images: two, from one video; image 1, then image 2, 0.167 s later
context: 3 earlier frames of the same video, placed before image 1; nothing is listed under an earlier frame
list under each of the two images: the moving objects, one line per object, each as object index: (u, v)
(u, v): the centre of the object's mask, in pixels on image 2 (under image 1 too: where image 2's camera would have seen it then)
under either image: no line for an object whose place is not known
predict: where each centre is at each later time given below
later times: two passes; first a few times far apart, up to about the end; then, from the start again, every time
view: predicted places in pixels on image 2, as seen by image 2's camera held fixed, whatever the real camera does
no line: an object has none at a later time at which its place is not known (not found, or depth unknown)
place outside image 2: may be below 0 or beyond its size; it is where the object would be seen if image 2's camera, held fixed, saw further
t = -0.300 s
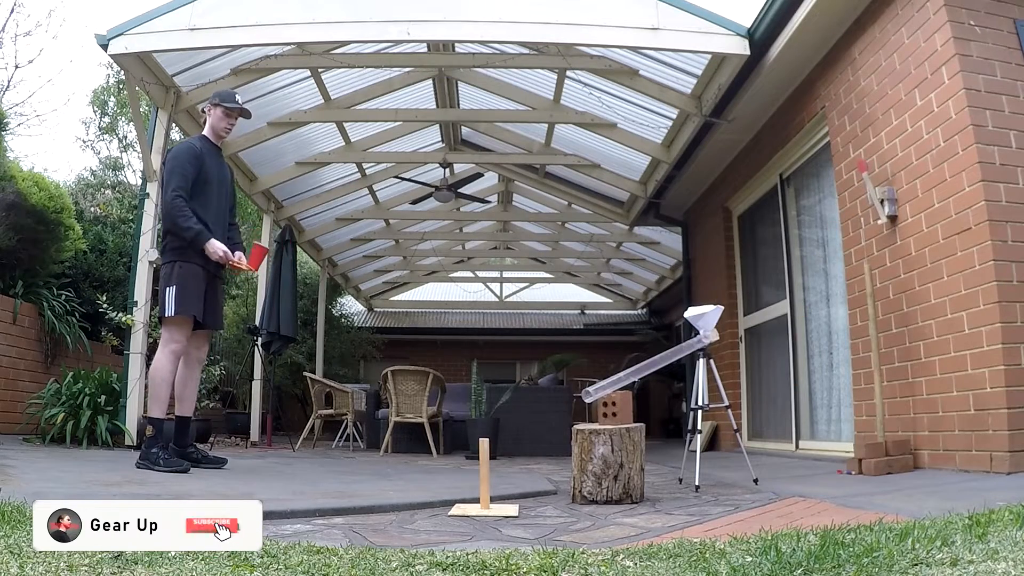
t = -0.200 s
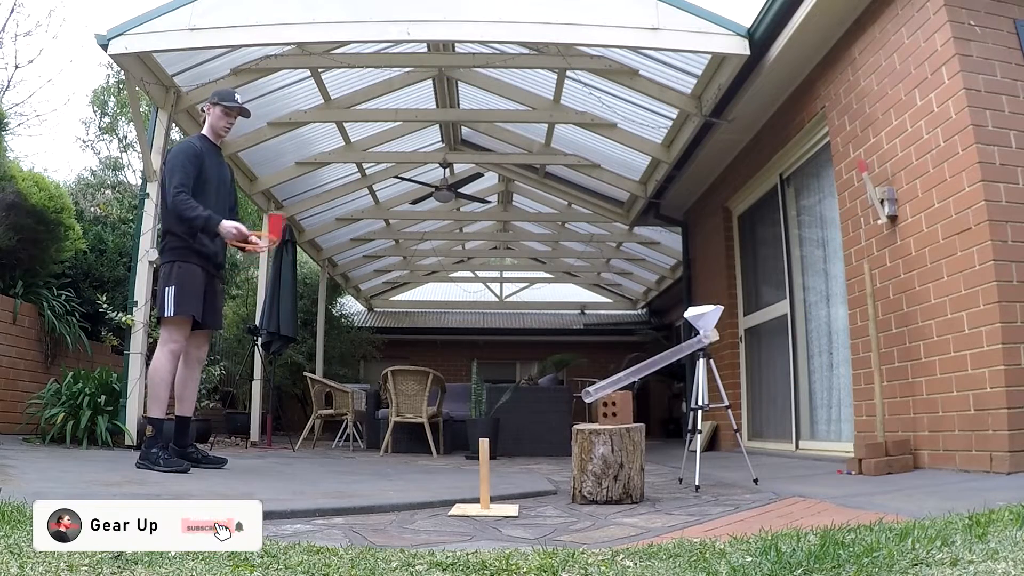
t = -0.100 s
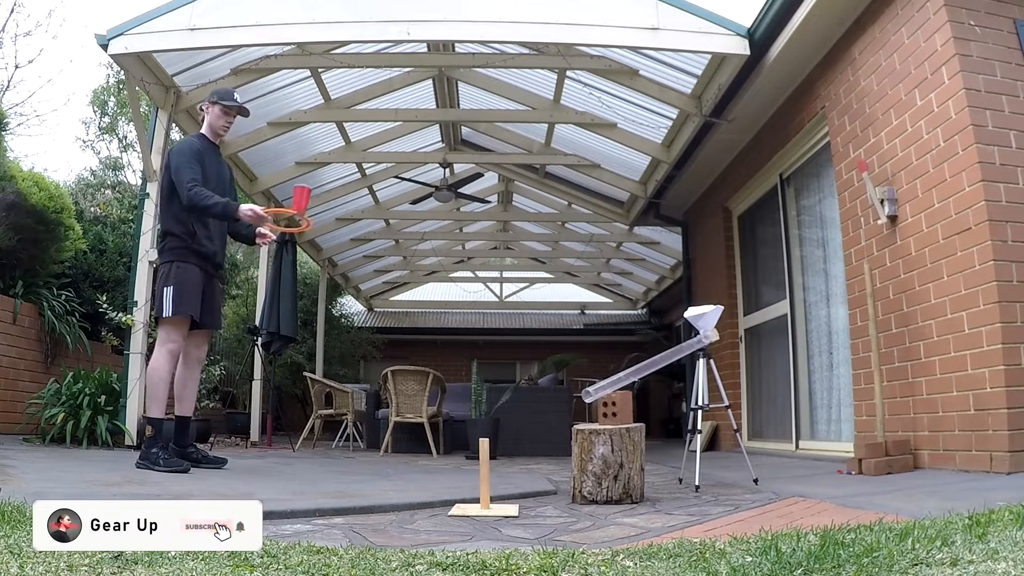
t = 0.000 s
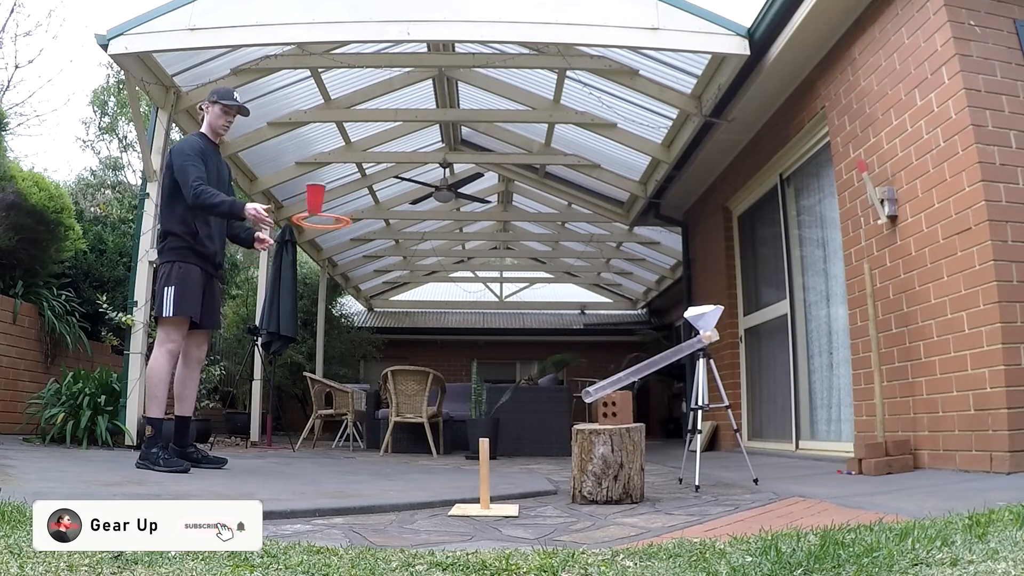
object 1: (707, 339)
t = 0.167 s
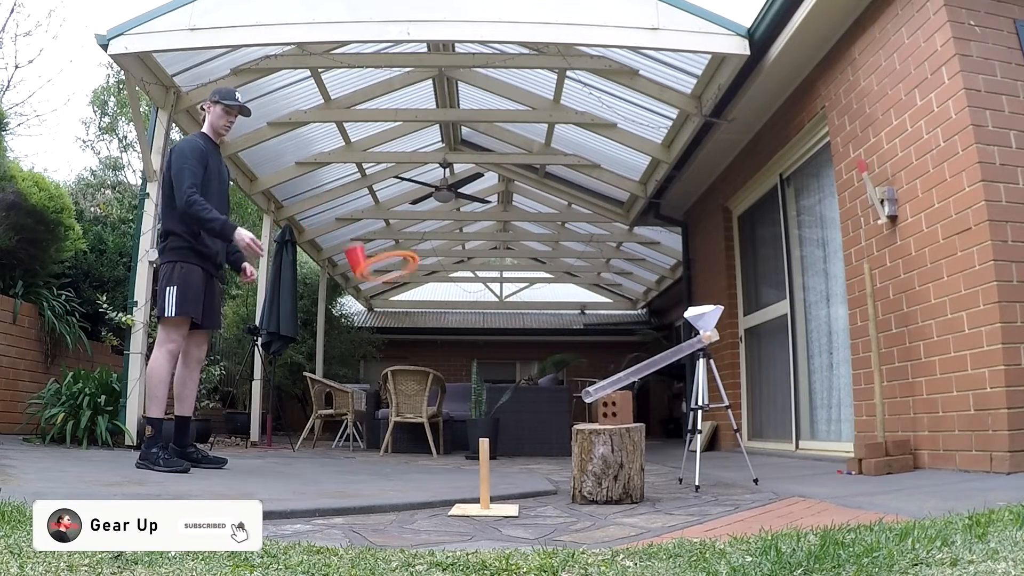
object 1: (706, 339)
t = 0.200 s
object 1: (707, 339)
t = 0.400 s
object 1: (699, 342)
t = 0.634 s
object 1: (683, 350)
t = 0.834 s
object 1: (660, 361)
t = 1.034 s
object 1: (629, 377)
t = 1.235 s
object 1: (586, 397)
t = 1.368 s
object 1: (552, 435)
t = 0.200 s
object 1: (707, 339)
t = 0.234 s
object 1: (705, 338)
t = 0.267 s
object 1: (705, 338)
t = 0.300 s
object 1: (704, 340)
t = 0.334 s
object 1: (703, 340)
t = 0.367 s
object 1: (701, 341)
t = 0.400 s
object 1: (699, 342)
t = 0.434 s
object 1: (697, 343)
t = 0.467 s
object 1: (696, 344)
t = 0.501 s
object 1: (693, 344)
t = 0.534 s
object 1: (691, 345)
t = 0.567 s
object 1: (689, 347)
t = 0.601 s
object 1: (686, 348)
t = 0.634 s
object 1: (683, 350)
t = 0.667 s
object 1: (680, 351)
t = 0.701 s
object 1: (676, 353)
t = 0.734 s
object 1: (673, 354)
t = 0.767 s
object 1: (669, 356)
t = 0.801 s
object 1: (665, 359)
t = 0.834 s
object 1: (660, 361)
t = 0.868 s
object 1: (656, 363)
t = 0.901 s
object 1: (651, 365)
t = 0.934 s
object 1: (646, 368)
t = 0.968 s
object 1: (641, 370)
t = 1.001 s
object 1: (635, 374)
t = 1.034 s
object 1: (629, 377)
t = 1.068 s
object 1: (623, 379)
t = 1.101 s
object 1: (616, 382)
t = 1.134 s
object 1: (609, 386)
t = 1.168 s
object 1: (602, 389)
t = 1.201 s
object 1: (594, 393)
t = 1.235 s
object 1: (586, 397)
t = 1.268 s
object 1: (578, 402)
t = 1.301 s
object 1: (570, 410)
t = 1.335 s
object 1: (561, 421)
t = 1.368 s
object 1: (552, 435)
